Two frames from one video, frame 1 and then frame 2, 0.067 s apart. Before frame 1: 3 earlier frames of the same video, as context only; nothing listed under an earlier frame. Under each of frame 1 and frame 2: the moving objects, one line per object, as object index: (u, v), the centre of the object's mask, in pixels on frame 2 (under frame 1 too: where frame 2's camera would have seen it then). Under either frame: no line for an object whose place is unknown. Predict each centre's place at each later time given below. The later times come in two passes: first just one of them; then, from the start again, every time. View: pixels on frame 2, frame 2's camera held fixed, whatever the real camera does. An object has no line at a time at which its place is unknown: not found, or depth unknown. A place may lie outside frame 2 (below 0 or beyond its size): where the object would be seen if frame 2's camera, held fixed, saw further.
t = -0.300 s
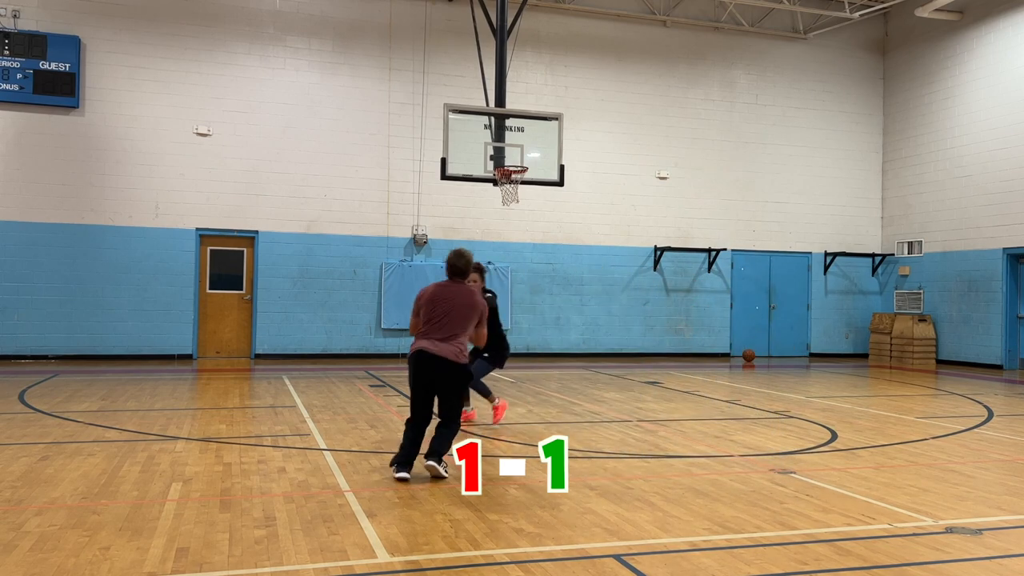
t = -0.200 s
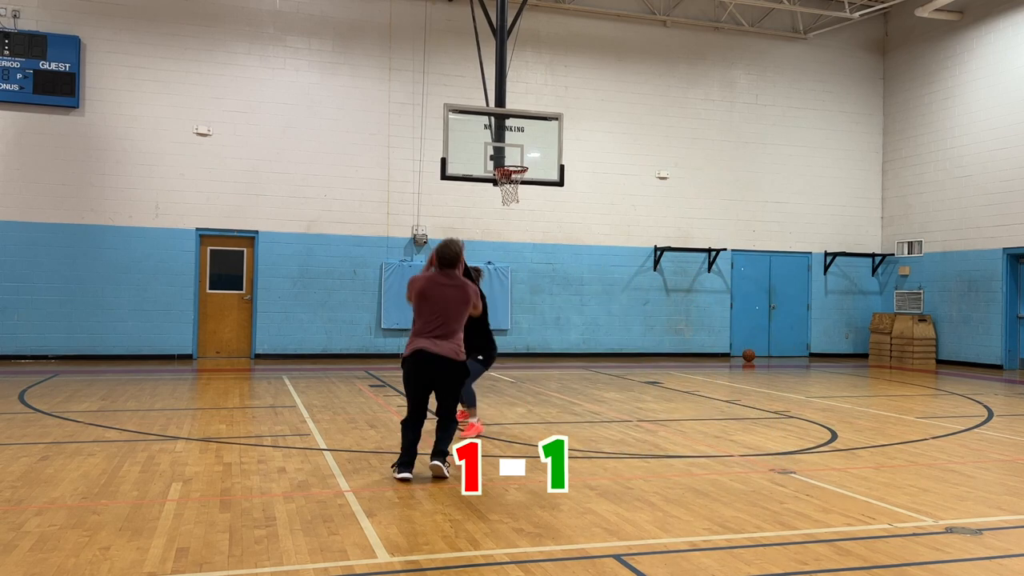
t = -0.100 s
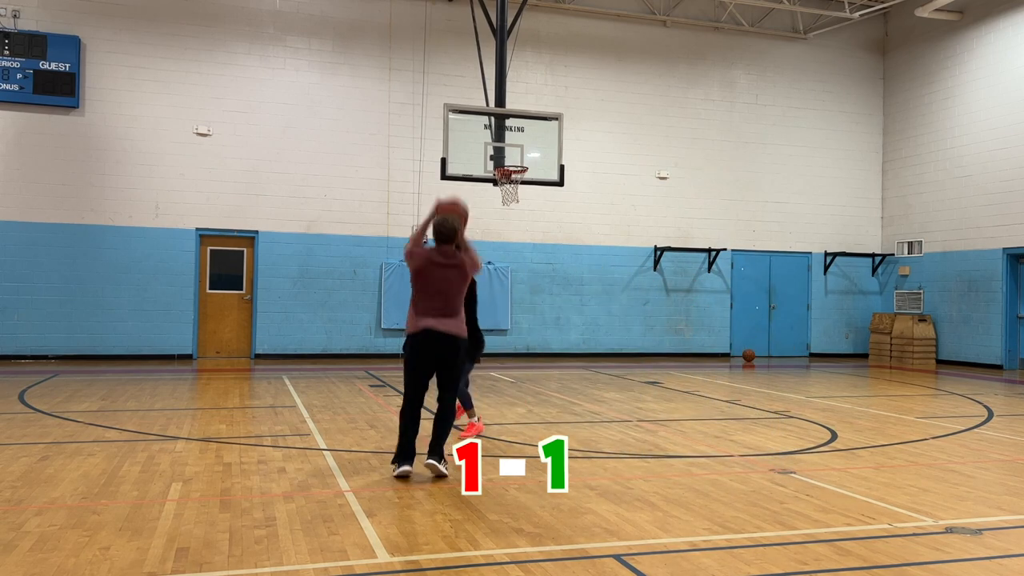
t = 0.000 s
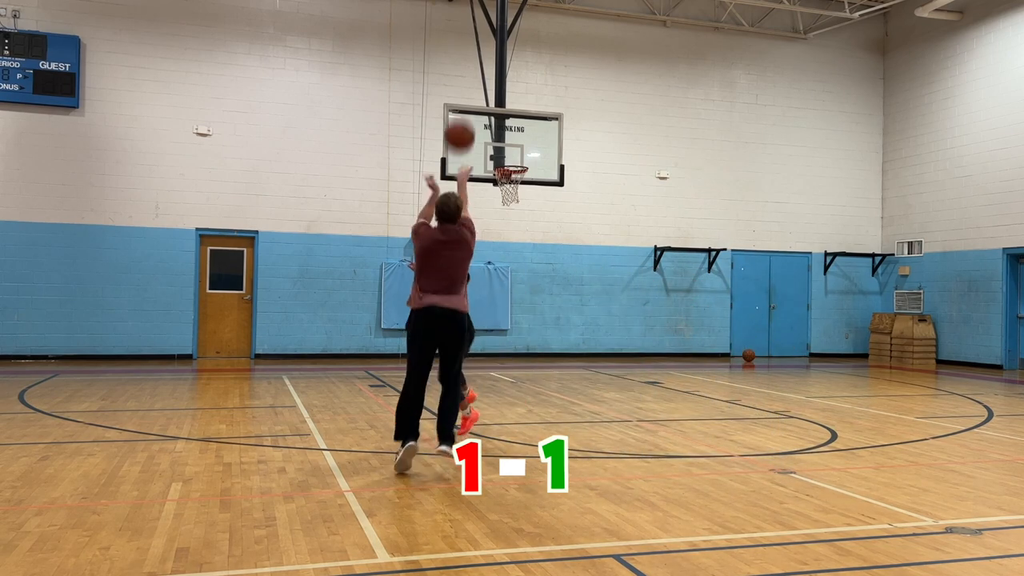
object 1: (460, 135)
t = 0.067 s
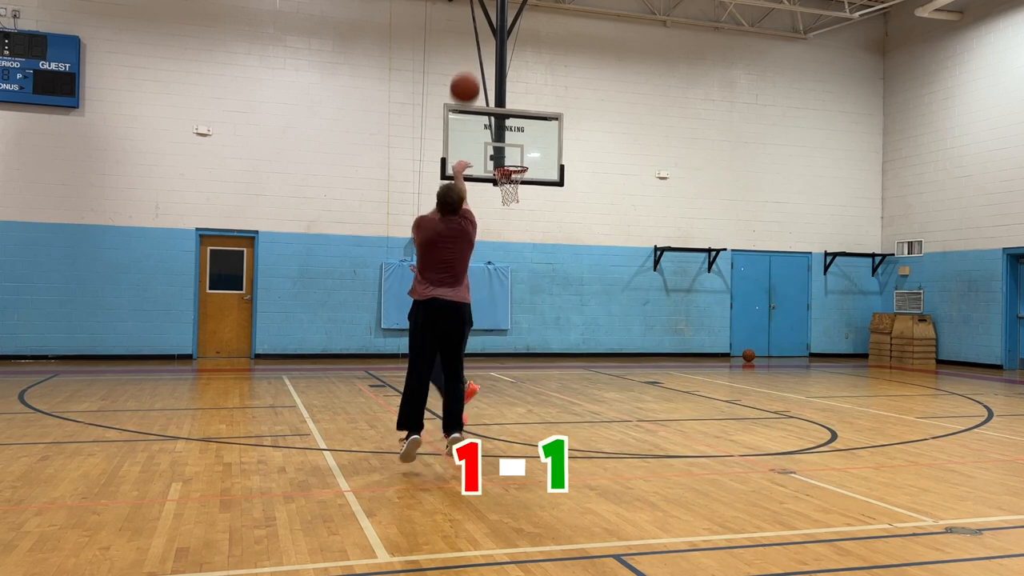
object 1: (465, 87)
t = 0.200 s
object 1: (473, 23)
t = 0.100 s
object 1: (467, 69)
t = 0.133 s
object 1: (469, 51)
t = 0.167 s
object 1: (471, 36)
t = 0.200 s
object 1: (473, 23)
